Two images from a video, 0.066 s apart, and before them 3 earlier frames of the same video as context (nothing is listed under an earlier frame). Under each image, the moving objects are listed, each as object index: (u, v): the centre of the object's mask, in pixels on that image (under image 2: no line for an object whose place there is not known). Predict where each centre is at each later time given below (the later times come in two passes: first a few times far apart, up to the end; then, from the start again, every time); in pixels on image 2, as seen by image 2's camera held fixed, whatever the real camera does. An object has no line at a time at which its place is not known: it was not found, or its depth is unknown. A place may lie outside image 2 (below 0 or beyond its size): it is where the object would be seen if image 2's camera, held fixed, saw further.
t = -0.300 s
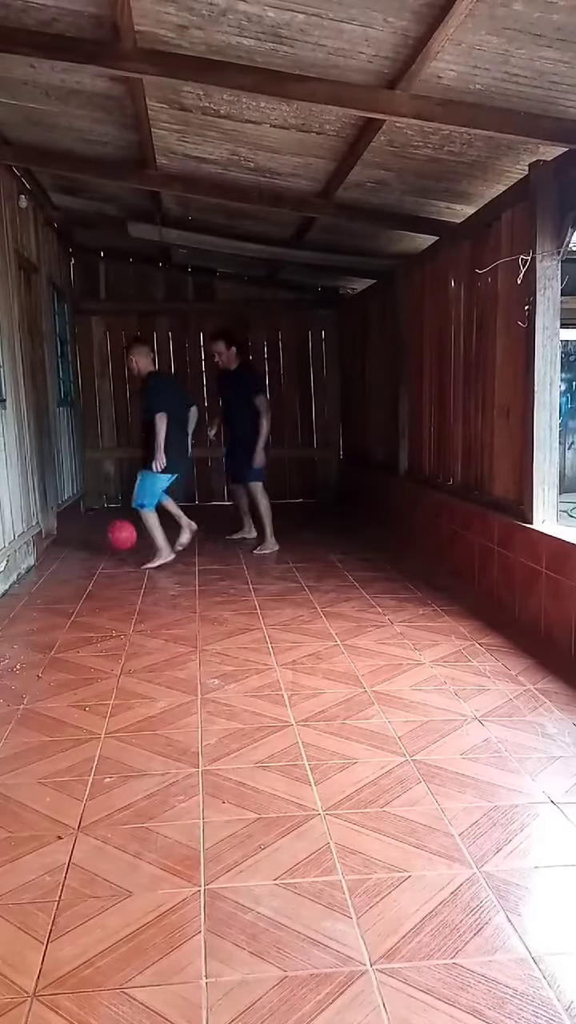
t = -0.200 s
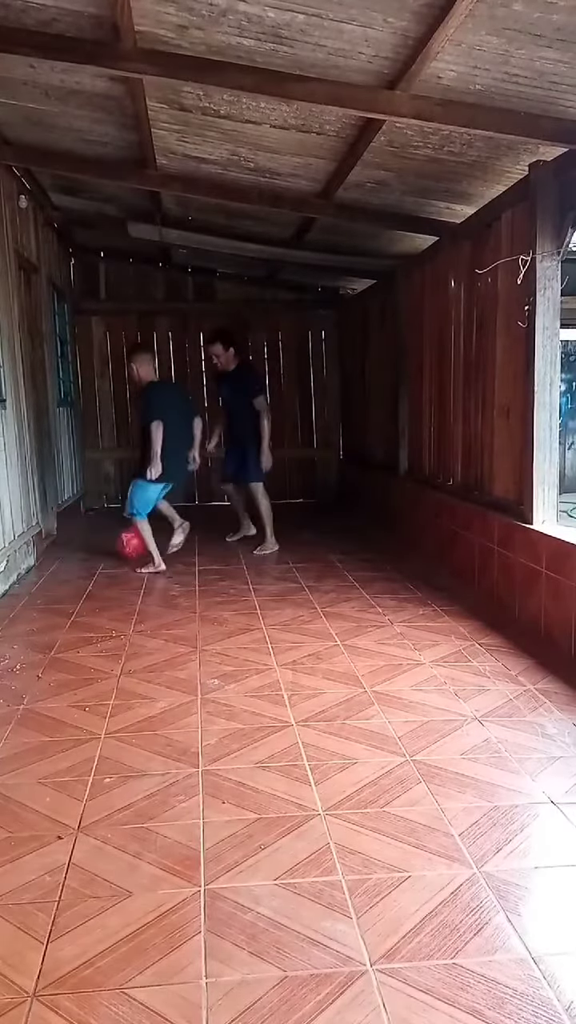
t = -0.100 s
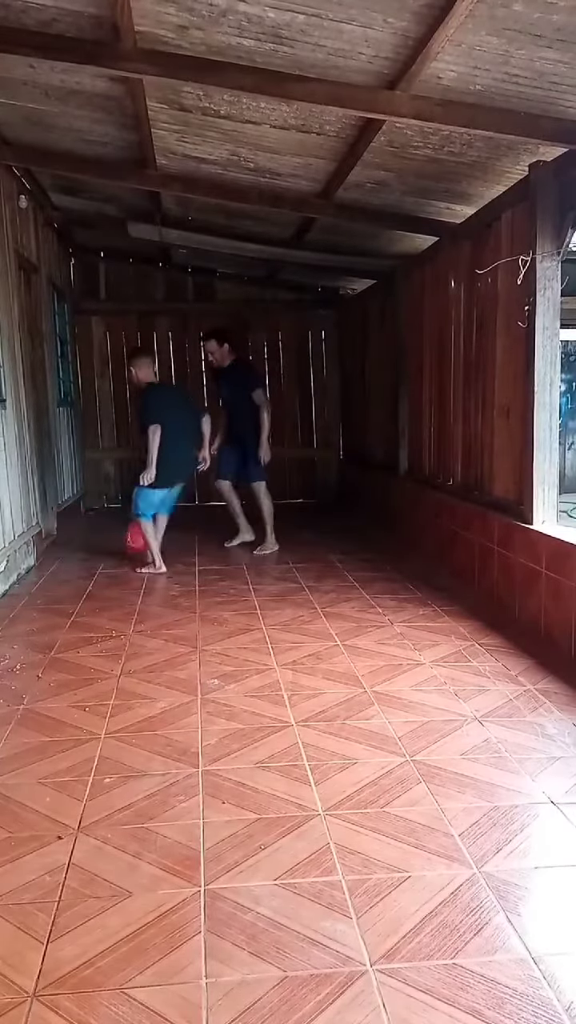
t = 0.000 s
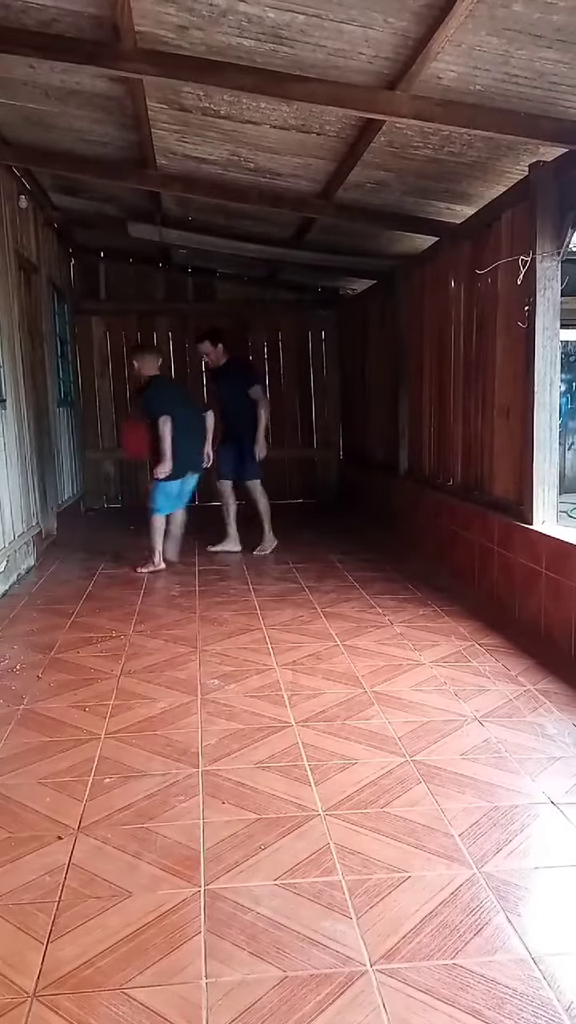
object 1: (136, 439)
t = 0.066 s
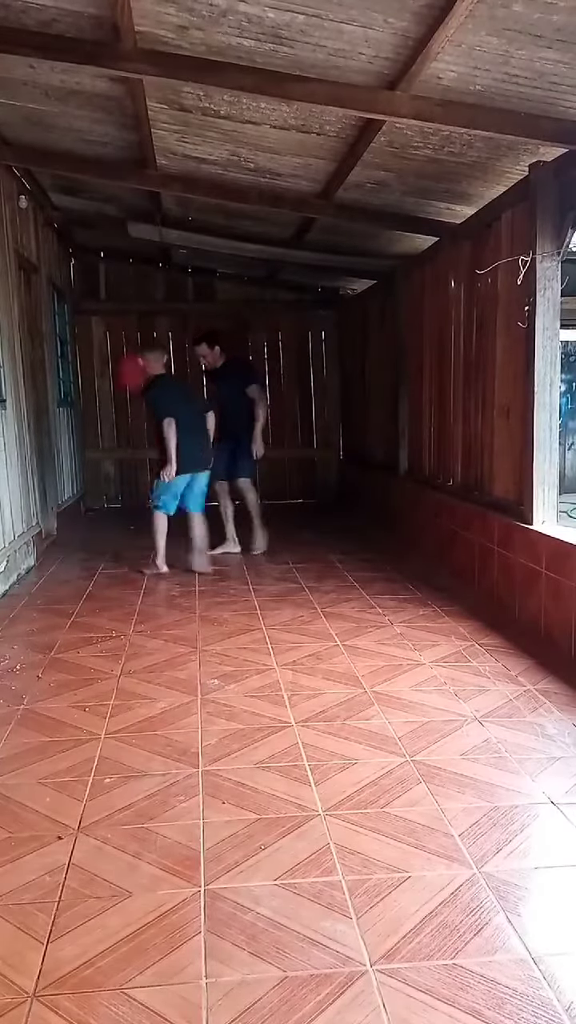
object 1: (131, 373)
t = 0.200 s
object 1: (126, 268)
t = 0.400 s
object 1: (114, 231)
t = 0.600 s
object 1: (98, 354)
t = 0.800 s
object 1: (90, 512)
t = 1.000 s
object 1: (77, 444)
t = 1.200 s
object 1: (66, 371)
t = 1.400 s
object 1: (61, 352)
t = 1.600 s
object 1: (53, 379)
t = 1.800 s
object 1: (51, 460)
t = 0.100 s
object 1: (129, 344)
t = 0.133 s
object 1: (129, 318)
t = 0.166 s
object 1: (128, 292)
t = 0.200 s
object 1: (126, 268)
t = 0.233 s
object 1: (125, 245)
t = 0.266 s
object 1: (123, 223)
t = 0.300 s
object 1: (121, 206)
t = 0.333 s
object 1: (120, 204)
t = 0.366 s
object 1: (116, 215)
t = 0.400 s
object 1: (114, 231)
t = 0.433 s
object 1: (112, 249)
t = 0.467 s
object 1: (108, 267)
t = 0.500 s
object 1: (106, 287)
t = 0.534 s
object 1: (105, 307)
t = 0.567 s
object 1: (101, 328)
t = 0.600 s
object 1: (98, 354)
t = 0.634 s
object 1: (97, 378)
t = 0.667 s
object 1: (96, 400)
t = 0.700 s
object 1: (92, 430)
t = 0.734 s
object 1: (92, 455)
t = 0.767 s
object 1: (90, 484)
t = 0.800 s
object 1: (90, 512)
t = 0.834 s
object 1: (88, 532)
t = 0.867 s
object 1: (86, 517)
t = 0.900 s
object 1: (85, 497)
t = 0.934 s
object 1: (83, 478)
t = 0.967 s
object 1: (80, 460)
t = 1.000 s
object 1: (77, 444)
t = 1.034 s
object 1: (75, 428)
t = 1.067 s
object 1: (73, 413)
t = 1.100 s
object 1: (72, 401)
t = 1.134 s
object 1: (69, 389)
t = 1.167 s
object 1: (67, 381)
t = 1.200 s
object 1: (66, 371)
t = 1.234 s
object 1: (64, 364)
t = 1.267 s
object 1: (63, 359)
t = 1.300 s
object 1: (62, 354)
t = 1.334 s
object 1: (62, 352)
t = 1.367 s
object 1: (61, 352)
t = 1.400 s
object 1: (61, 352)
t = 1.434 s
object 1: (61, 352)
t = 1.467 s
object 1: (60, 355)
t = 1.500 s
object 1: (57, 359)
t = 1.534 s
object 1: (54, 362)
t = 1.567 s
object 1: (54, 371)
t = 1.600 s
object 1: (53, 379)
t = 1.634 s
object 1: (52, 390)
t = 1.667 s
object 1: (53, 399)
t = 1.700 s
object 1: (52, 412)
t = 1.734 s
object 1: (52, 422)
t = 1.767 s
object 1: (52, 444)
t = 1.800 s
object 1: (51, 460)
